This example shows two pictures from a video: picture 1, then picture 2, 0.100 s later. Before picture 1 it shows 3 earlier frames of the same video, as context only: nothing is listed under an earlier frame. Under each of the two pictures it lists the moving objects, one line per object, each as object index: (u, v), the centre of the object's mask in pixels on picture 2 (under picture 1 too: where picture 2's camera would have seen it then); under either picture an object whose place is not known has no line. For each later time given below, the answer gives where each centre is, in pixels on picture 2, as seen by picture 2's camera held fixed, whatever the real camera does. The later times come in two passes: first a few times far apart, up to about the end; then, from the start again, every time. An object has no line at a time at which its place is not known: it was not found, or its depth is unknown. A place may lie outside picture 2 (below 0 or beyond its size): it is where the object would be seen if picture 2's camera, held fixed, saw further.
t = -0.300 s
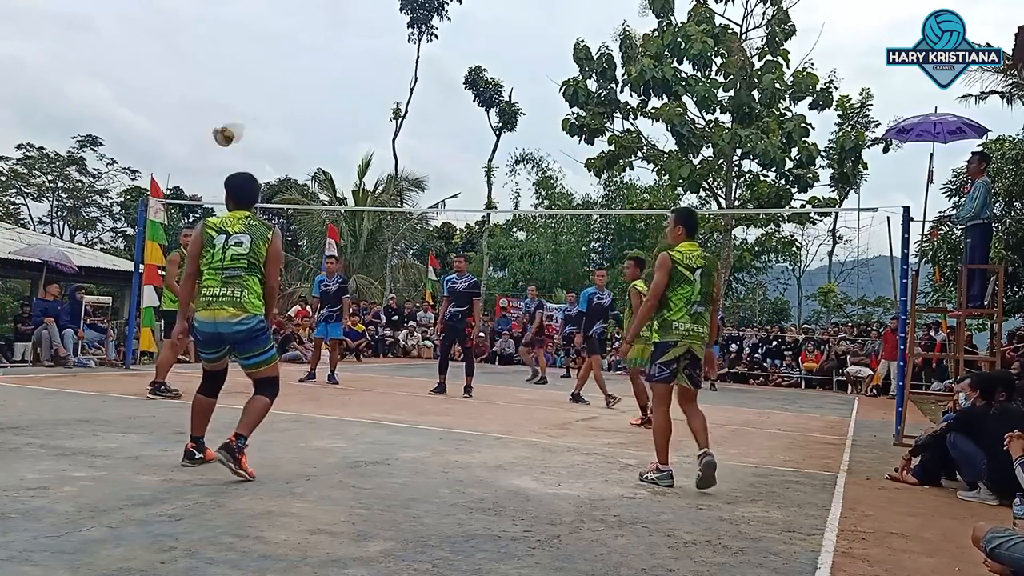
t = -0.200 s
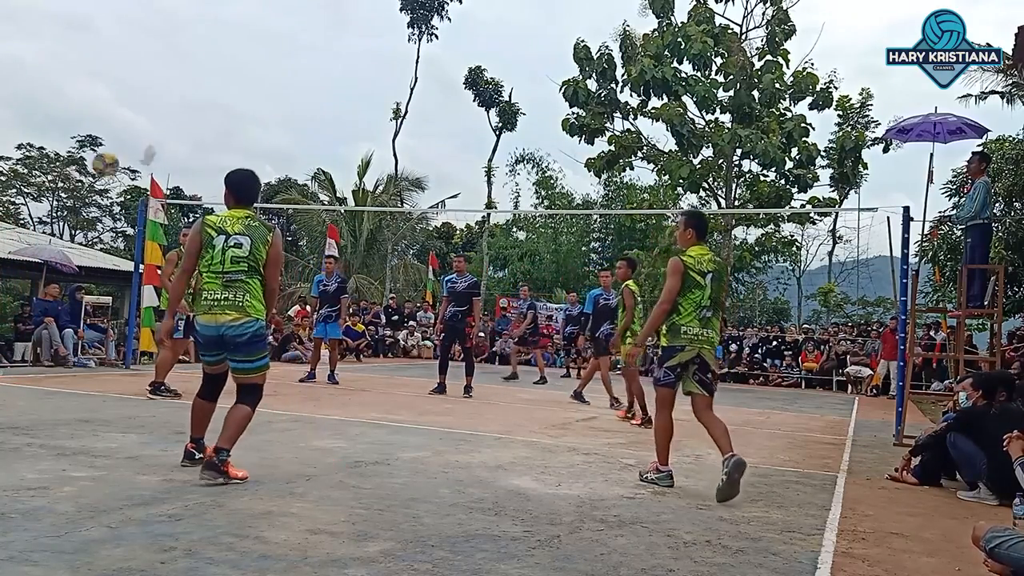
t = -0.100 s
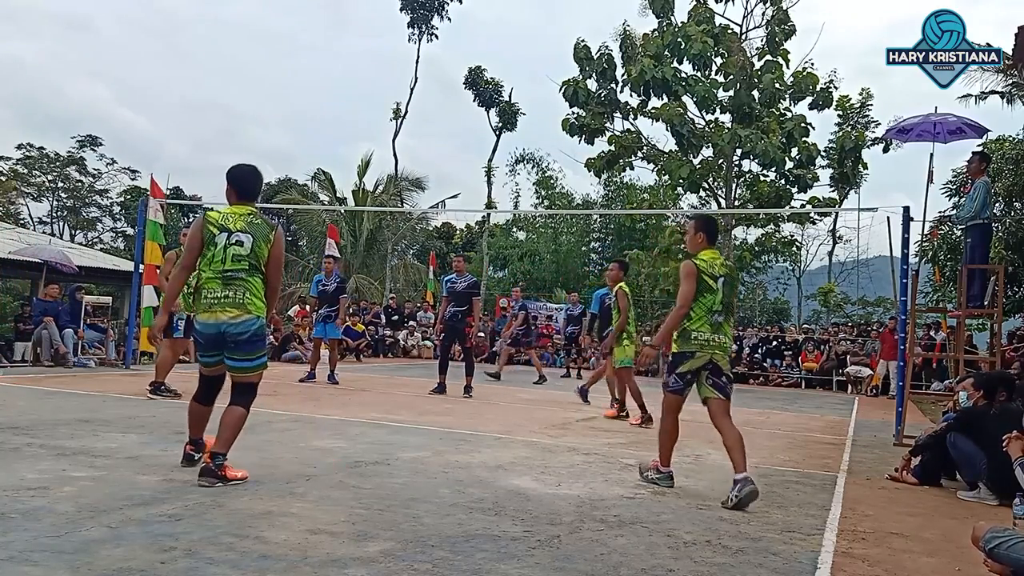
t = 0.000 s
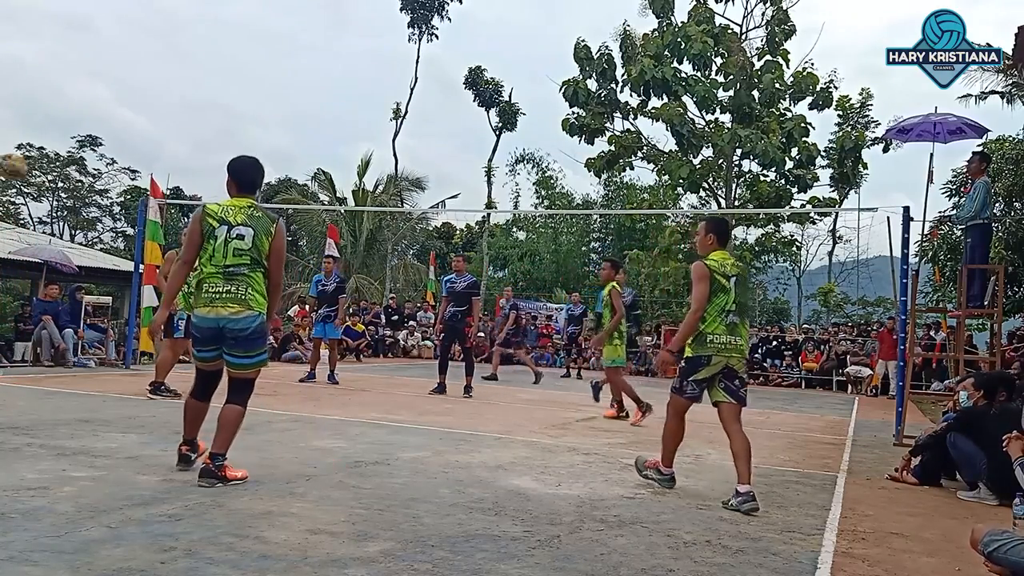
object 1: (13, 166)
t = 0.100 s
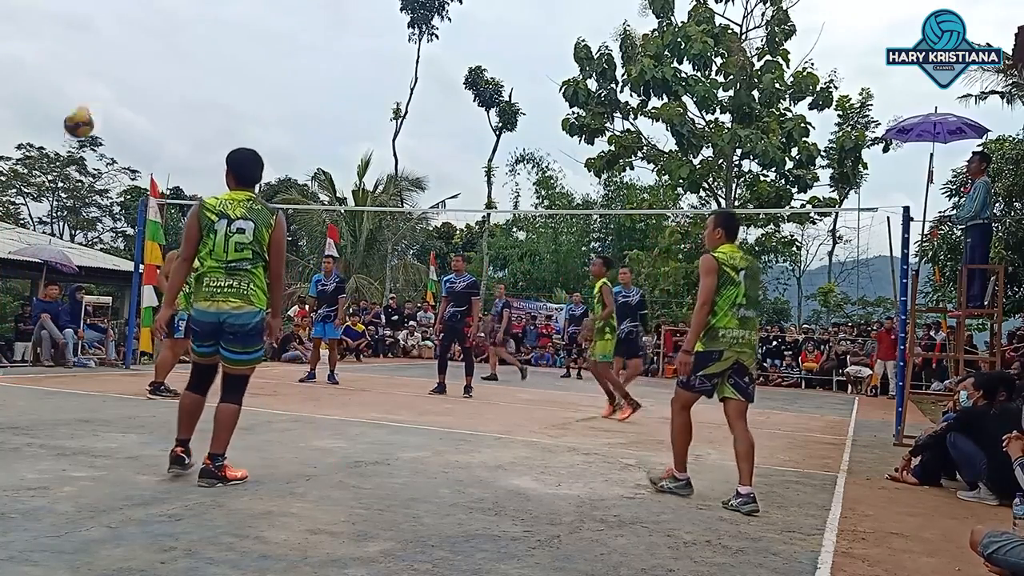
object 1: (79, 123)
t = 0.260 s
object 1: (190, 79)
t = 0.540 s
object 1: (357, 74)
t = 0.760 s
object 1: (465, 129)
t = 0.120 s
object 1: (93, 118)
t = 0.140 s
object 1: (108, 109)
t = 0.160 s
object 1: (122, 103)
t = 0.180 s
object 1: (137, 96)
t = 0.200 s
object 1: (150, 91)
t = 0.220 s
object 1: (164, 86)
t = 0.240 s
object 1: (177, 82)
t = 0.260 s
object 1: (190, 79)
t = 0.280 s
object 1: (203, 75)
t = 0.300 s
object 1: (216, 72)
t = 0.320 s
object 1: (229, 69)
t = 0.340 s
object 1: (242, 67)
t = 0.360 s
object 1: (254, 66)
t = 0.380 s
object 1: (267, 65)
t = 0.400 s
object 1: (278, 65)
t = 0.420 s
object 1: (290, 65)
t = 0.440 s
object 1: (301, 66)
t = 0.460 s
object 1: (312, 67)
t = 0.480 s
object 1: (323, 68)
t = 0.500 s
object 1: (334, 69)
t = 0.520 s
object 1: (346, 71)
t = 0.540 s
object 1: (357, 74)
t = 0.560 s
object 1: (367, 77)
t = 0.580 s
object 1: (378, 81)
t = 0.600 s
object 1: (388, 85)
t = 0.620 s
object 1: (398, 89)
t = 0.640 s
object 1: (409, 94)
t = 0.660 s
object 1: (417, 98)
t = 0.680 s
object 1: (427, 104)
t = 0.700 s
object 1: (437, 109)
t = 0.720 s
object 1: (447, 115)
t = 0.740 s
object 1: (456, 122)
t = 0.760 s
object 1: (465, 129)
